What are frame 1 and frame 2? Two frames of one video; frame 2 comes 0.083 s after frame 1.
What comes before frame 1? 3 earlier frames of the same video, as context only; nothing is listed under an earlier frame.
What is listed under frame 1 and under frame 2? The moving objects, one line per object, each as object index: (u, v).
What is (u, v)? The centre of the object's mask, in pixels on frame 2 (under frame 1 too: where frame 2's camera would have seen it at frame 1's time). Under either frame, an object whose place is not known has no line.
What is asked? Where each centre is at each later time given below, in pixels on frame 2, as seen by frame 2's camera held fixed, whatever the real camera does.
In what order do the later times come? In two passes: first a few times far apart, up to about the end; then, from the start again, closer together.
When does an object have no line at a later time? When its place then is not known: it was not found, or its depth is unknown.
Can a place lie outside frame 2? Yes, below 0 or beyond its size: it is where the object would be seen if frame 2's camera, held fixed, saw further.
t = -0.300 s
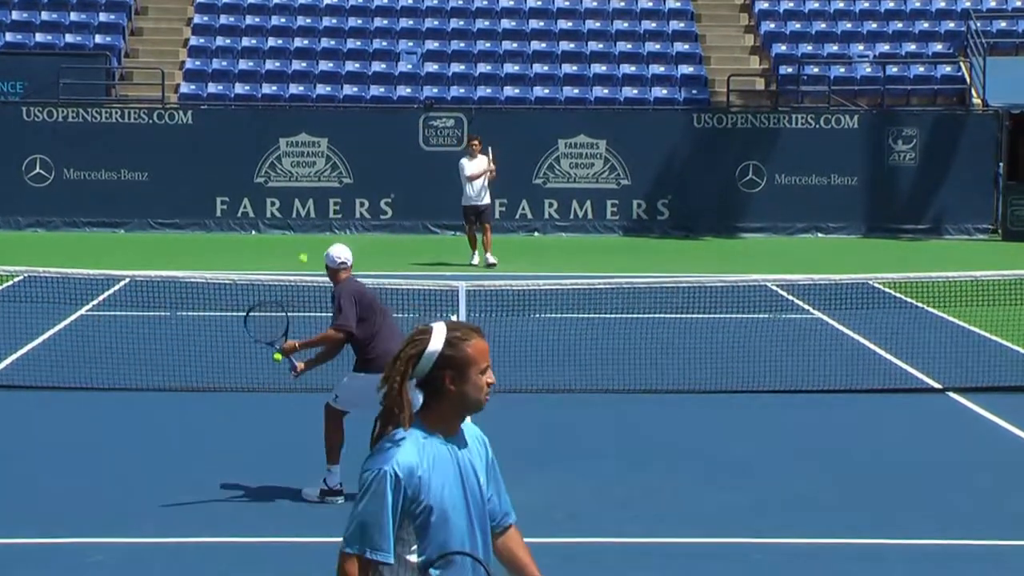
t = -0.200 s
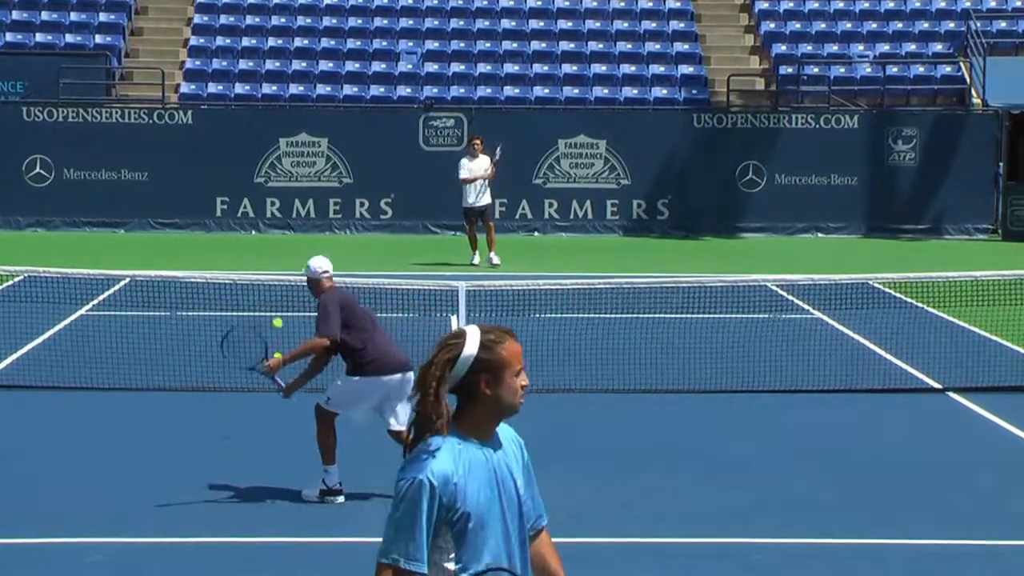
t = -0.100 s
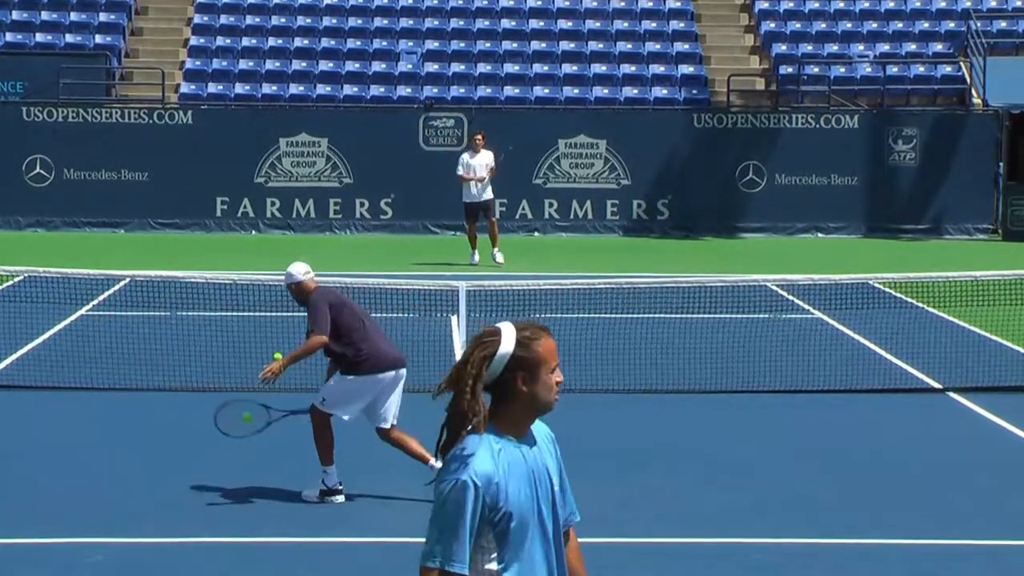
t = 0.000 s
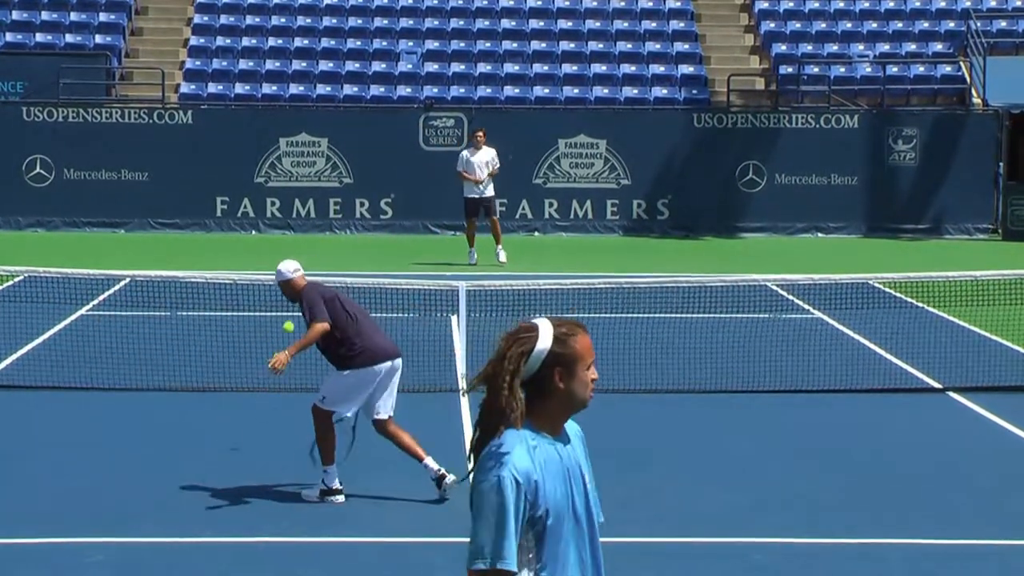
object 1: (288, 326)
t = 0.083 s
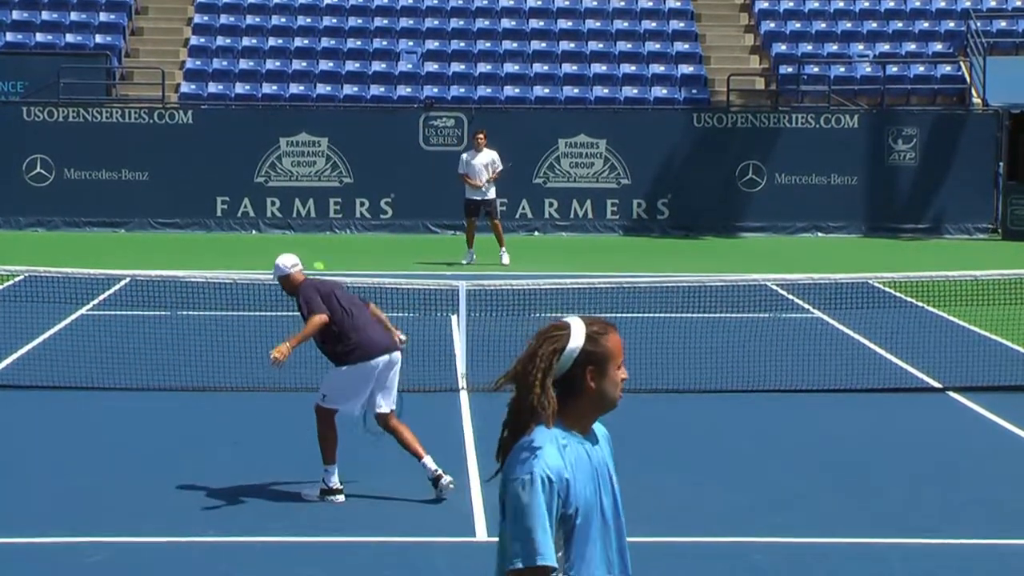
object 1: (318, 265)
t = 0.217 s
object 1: (356, 205)
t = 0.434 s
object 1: (399, 166)
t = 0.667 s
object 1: (430, 175)
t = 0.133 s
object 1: (334, 239)
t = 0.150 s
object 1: (339, 231)
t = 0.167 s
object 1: (344, 224)
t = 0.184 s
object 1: (348, 218)
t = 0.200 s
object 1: (352, 211)
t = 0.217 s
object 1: (356, 205)
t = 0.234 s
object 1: (361, 200)
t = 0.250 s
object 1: (364, 195)
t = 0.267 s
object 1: (368, 191)
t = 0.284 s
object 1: (372, 187)
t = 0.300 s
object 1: (375, 183)
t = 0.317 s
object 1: (378, 180)
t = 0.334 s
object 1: (381, 177)
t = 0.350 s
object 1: (384, 174)
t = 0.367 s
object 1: (388, 172)
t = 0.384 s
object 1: (390, 170)
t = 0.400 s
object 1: (393, 168)
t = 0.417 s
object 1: (396, 167)
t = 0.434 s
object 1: (399, 166)
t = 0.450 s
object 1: (402, 165)
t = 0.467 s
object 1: (404, 164)
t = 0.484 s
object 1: (407, 164)
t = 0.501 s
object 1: (409, 164)
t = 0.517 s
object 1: (412, 164)
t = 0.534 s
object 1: (414, 164)
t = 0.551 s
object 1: (416, 165)
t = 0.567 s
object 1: (418, 166)
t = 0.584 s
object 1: (421, 167)
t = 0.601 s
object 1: (423, 168)
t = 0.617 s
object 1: (424, 170)
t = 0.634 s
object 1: (426, 171)
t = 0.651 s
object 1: (428, 173)
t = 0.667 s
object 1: (430, 175)
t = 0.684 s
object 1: (432, 178)
